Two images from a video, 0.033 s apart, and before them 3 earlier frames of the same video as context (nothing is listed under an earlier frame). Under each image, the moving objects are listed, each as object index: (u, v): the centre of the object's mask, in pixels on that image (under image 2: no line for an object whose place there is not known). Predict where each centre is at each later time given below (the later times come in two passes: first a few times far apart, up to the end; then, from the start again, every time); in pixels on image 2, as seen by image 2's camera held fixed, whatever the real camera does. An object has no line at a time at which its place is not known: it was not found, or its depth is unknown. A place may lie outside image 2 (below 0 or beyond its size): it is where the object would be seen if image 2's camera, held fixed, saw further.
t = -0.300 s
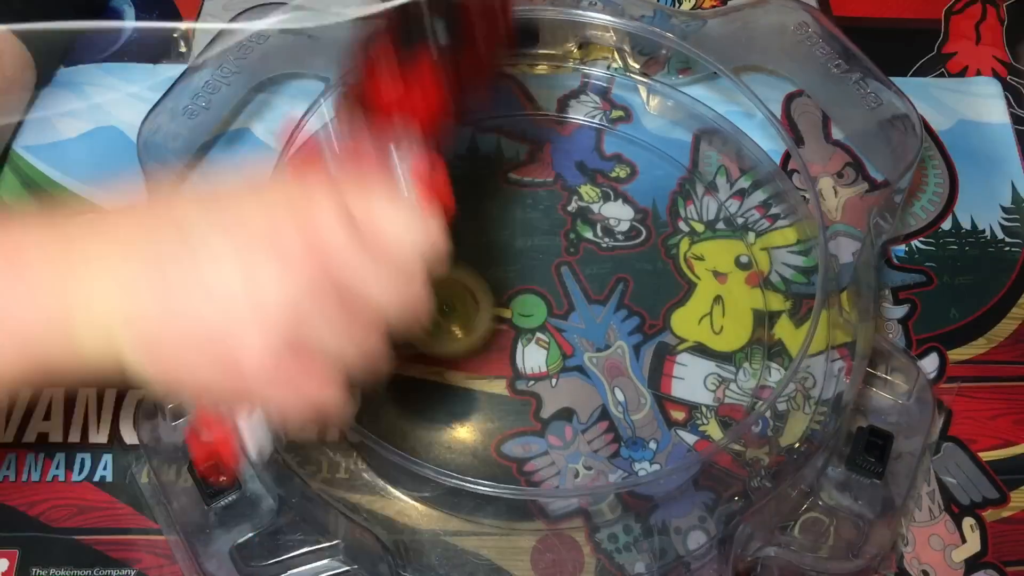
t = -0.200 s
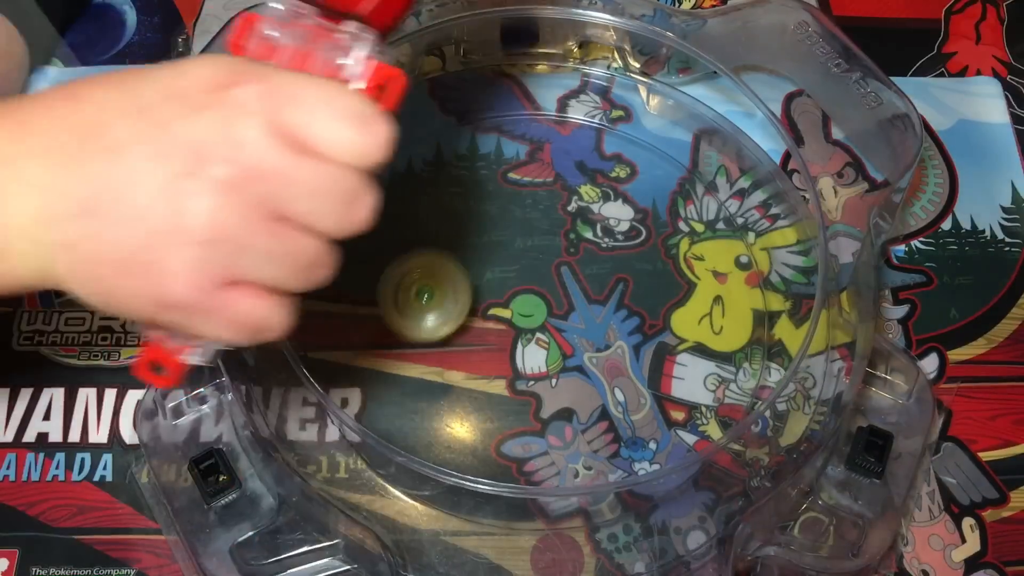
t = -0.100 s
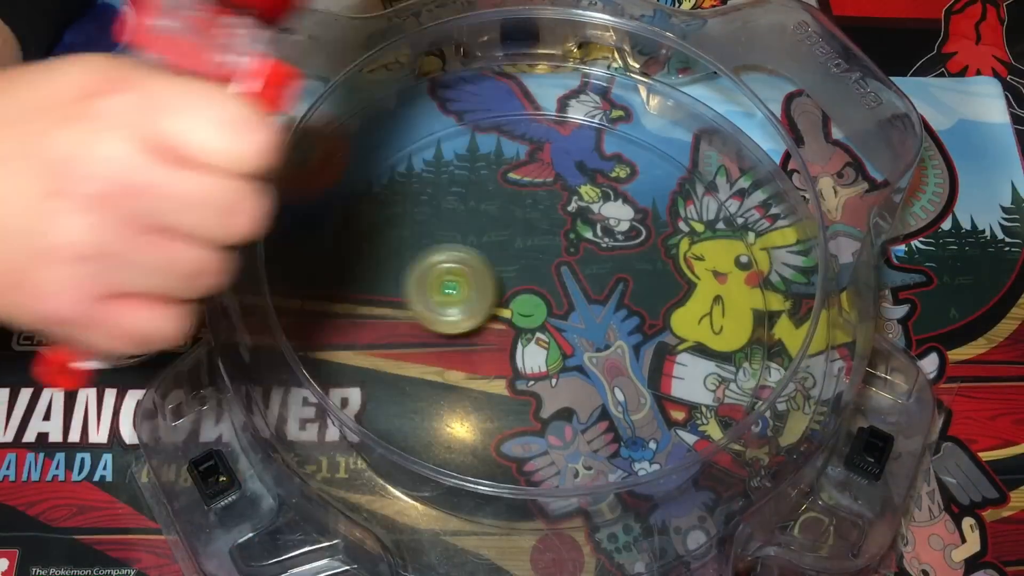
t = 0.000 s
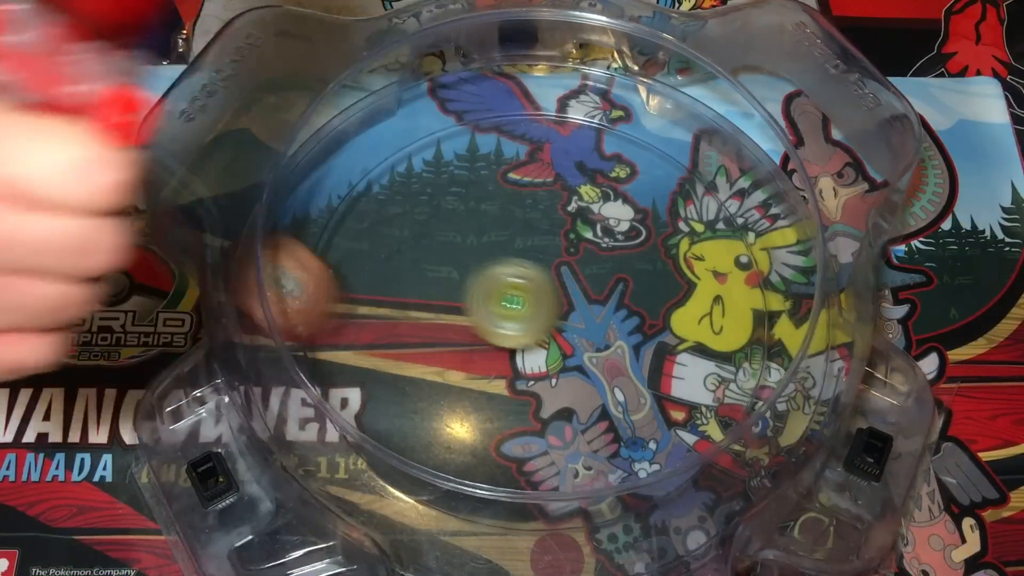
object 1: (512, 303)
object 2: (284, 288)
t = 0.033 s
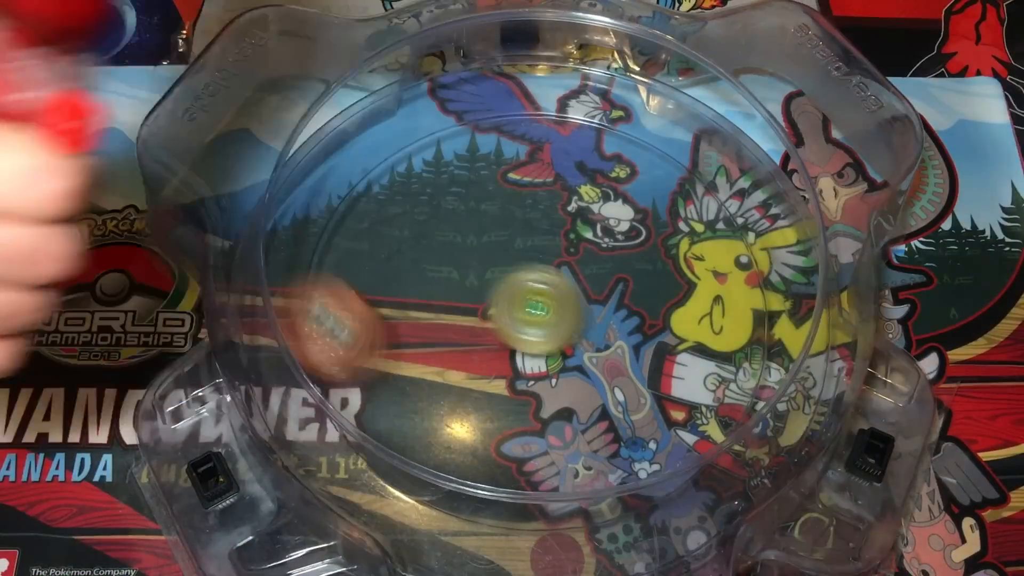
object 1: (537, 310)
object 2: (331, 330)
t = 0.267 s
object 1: (669, 296)
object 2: (758, 351)
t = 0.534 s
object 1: (404, 201)
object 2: (749, 99)
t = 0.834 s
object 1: (436, 435)
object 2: (747, 98)
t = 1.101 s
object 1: (705, 380)
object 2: (741, 99)
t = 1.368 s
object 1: (584, 203)
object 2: (735, 97)
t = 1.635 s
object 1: (420, 291)
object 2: (684, 75)
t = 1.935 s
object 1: (542, 400)
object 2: (679, 72)
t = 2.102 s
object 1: (623, 335)
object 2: (693, 71)
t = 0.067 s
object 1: (560, 316)
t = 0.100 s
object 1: (586, 319)
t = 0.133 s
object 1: (609, 321)
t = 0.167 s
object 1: (628, 319)
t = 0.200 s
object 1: (647, 313)
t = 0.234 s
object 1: (660, 307)
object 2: (738, 413)
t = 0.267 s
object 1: (669, 296)
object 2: (758, 351)
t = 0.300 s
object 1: (650, 278)
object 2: (784, 273)
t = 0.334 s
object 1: (608, 252)
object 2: (807, 215)
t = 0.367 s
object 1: (559, 227)
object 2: (844, 156)
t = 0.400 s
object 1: (523, 211)
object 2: (832, 130)
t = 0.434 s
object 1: (488, 202)
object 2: (802, 119)
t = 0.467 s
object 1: (457, 196)
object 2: (766, 105)
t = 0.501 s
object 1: (428, 196)
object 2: (749, 97)
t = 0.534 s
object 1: (404, 201)
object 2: (749, 99)
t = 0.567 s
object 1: (383, 212)
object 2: (750, 100)
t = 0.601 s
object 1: (367, 229)
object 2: (751, 102)
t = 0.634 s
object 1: (355, 251)
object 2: (756, 96)
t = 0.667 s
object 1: (352, 274)
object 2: (749, 100)
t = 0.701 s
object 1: (352, 304)
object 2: (748, 98)
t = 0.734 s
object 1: (361, 338)
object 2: (748, 99)
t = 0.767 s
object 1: (380, 376)
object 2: (749, 99)
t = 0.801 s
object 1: (406, 410)
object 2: (749, 99)
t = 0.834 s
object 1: (436, 435)
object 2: (747, 98)
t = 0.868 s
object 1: (471, 455)
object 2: (745, 97)
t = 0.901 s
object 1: (517, 473)
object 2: (744, 98)
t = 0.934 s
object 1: (559, 478)
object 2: (744, 99)
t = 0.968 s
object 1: (599, 470)
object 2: (745, 99)
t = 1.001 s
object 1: (636, 455)
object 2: (746, 98)
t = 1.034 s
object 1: (665, 433)
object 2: (744, 97)
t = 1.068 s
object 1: (689, 409)
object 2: (742, 98)
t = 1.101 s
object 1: (705, 380)
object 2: (741, 99)
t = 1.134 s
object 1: (713, 344)
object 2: (741, 99)
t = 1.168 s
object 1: (710, 315)
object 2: (742, 98)
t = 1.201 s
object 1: (701, 286)
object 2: (741, 97)
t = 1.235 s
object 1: (684, 261)
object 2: (738, 97)
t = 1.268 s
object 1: (665, 240)
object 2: (738, 98)
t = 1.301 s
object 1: (642, 224)
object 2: (740, 97)
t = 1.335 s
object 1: (615, 211)
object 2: (737, 97)
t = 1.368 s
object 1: (584, 203)
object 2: (735, 97)
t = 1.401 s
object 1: (556, 200)
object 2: (734, 97)
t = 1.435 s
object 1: (527, 201)
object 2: (730, 96)
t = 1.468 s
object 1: (501, 207)
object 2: (727, 94)
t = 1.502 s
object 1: (476, 218)
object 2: (722, 92)
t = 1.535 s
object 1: (456, 231)
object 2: (709, 88)
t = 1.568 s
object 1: (438, 249)
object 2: (699, 83)
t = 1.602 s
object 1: (426, 268)
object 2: (688, 77)
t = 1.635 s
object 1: (420, 291)
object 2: (684, 75)
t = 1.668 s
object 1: (421, 311)
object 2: (682, 74)
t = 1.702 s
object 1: (427, 332)
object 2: (682, 74)
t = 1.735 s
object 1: (439, 352)
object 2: (679, 72)
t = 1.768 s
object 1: (452, 367)
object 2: (681, 73)
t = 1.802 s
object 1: (468, 380)
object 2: (681, 73)
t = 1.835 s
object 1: (483, 388)
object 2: (680, 72)
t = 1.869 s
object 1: (502, 395)
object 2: (679, 72)
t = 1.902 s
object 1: (520, 400)
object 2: (679, 72)
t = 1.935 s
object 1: (542, 400)
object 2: (679, 72)
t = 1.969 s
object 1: (562, 395)
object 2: (680, 72)
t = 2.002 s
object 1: (584, 385)
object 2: (680, 72)
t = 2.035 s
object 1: (600, 373)
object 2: (680, 71)
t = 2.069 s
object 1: (613, 356)
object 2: (690, 71)
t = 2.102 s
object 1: (623, 335)
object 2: (693, 71)
